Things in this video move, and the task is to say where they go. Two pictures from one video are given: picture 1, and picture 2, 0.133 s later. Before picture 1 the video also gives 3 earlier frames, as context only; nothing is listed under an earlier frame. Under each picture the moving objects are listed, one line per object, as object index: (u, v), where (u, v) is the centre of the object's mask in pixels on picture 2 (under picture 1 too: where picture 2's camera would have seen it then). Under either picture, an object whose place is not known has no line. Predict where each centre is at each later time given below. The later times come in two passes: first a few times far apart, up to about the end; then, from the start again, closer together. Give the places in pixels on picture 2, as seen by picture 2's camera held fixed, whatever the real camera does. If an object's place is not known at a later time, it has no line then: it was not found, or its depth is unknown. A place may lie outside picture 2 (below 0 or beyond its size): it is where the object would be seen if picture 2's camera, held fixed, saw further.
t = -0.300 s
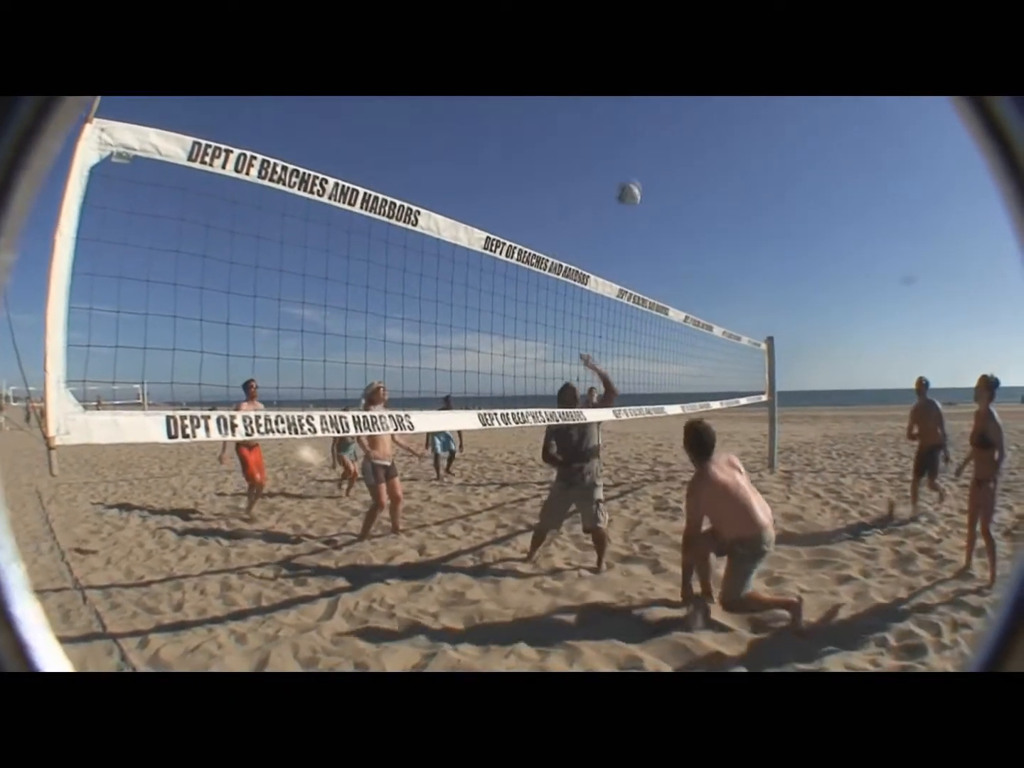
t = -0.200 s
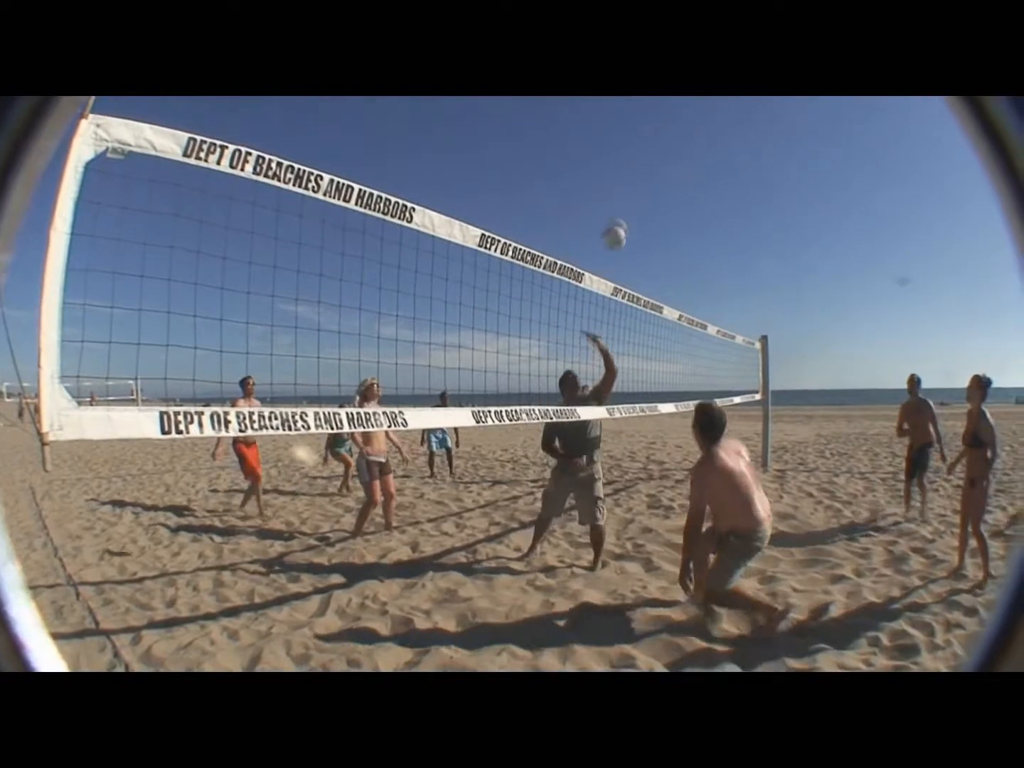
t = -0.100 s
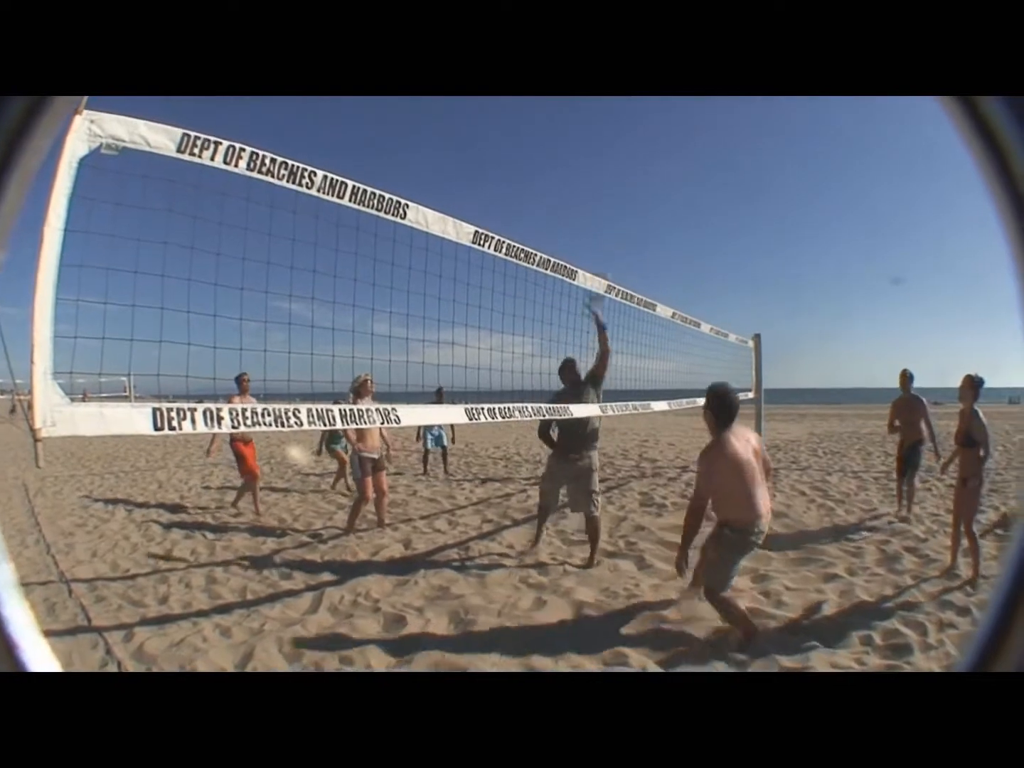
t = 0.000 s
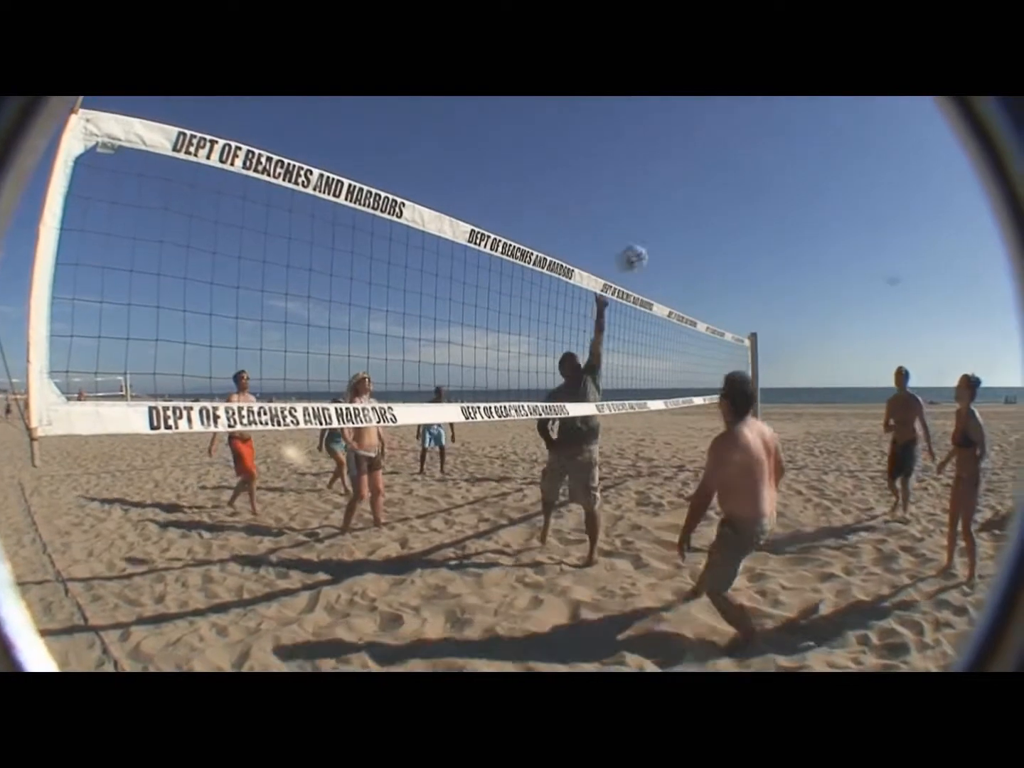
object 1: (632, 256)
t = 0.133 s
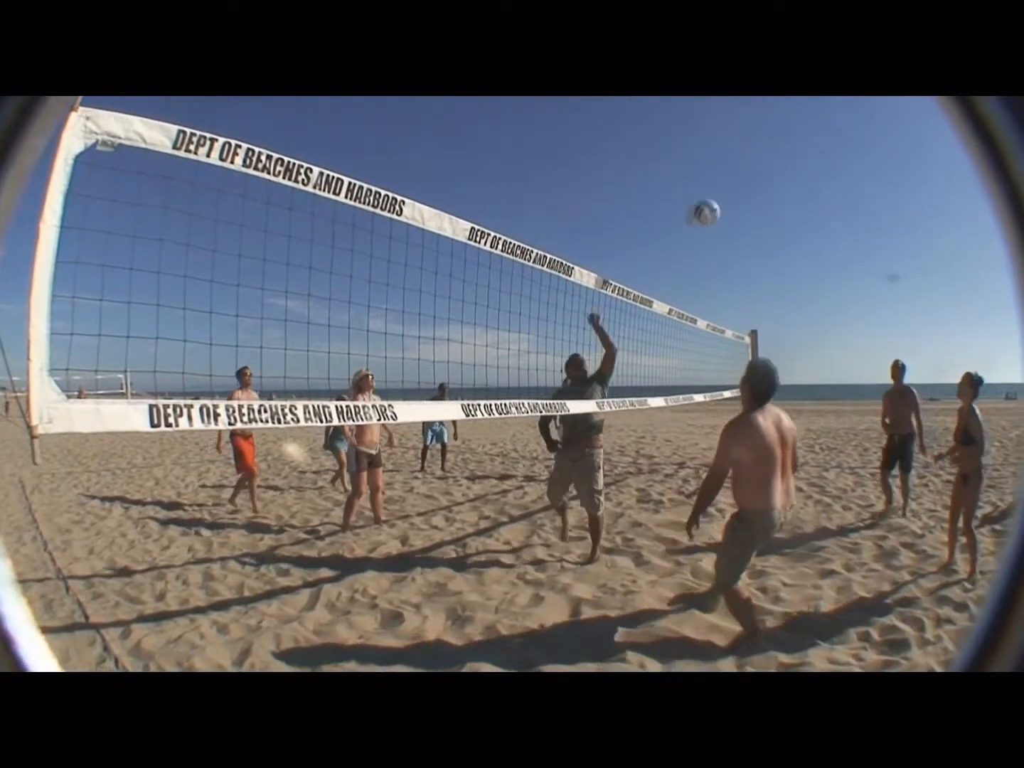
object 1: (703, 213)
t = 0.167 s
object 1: (721, 205)
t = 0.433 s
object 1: (861, 196)
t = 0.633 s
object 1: (952, 255)
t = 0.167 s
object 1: (721, 205)
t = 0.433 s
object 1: (861, 196)
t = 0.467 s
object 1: (876, 201)
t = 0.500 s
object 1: (891, 208)
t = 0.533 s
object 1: (907, 217)
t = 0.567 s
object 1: (923, 228)
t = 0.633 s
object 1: (952, 255)
